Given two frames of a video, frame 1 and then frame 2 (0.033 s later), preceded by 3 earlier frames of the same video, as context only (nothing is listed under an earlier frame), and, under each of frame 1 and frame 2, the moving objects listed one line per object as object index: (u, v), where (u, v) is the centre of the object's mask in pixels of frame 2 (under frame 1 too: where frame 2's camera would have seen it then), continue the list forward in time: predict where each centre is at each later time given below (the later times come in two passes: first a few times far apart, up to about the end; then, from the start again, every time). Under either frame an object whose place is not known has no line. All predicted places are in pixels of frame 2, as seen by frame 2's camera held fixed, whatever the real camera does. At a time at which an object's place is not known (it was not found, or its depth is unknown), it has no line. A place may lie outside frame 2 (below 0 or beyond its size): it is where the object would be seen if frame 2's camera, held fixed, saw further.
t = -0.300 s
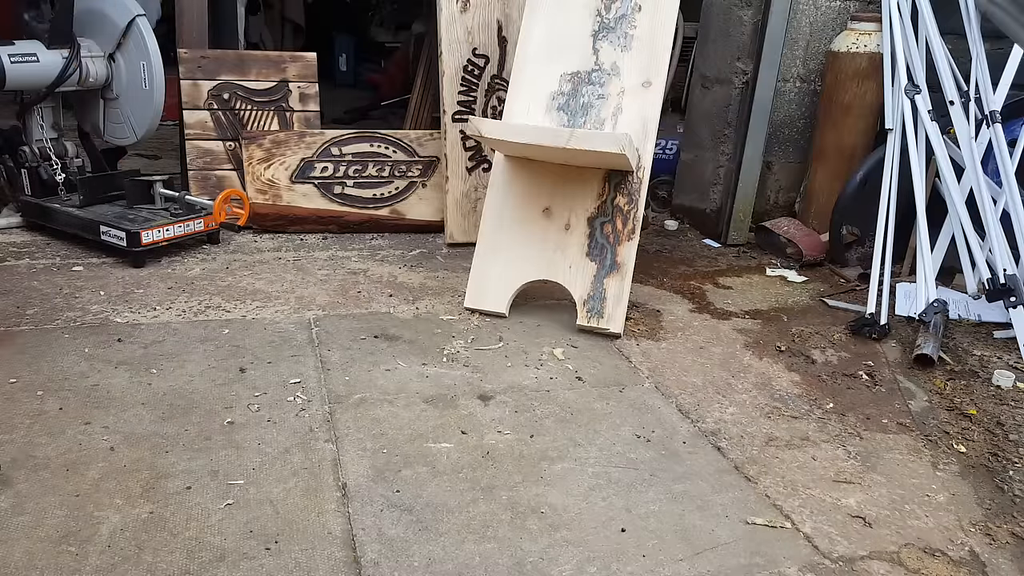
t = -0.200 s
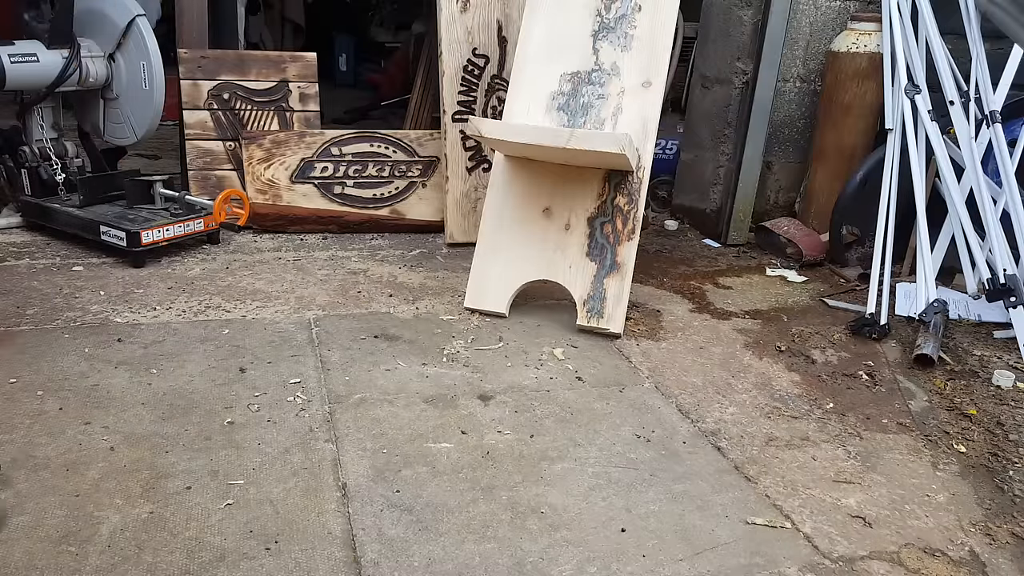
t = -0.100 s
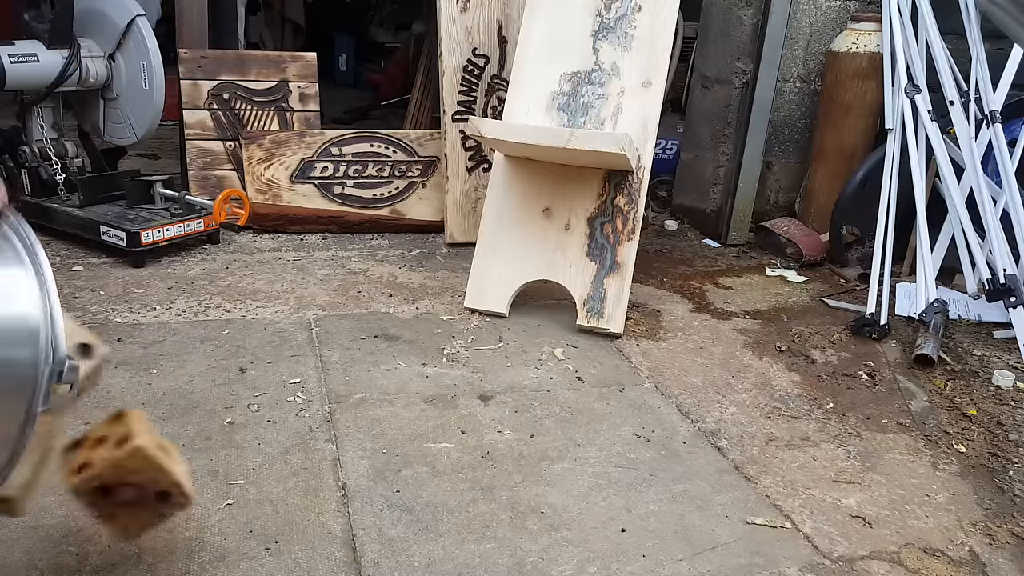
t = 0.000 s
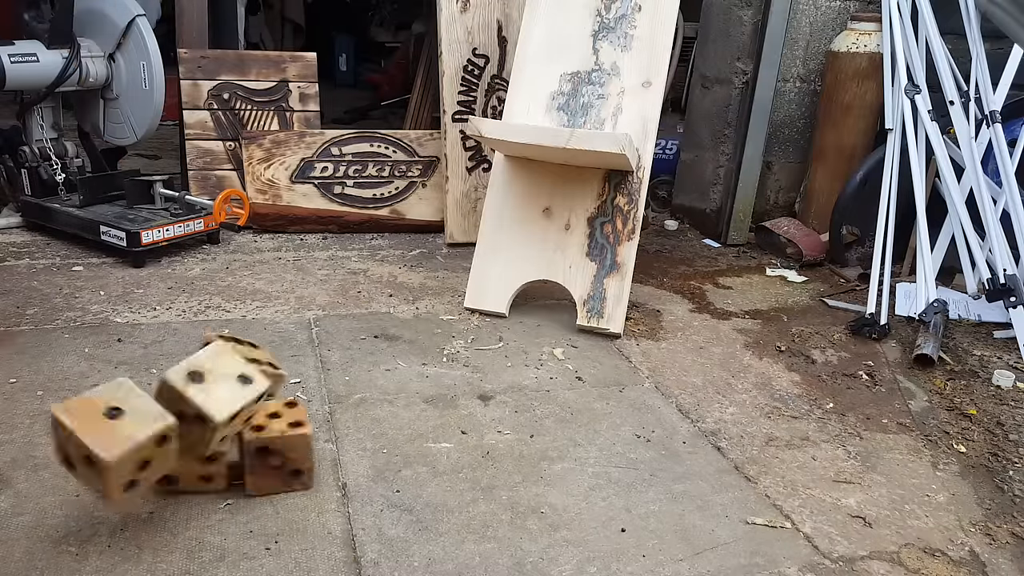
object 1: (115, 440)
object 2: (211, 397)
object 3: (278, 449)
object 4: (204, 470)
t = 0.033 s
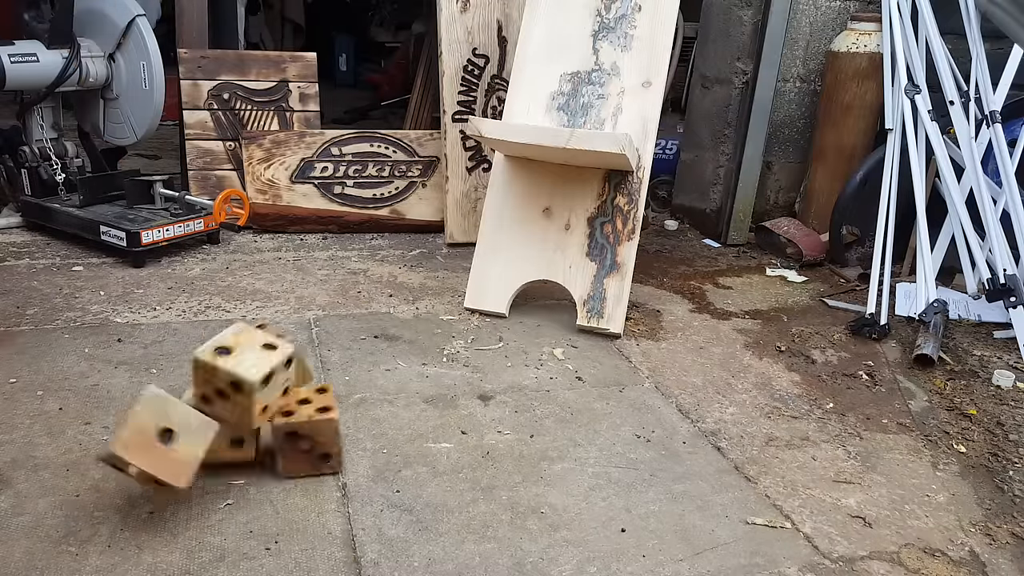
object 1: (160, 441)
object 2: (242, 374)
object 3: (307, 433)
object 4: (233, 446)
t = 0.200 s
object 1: (234, 436)
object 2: (385, 295)
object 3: (419, 383)
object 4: (294, 353)
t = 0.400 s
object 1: (244, 436)
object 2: (494, 278)
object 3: (459, 361)
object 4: (340, 324)
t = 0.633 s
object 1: (244, 436)
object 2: (597, 313)
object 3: (462, 360)
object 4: (346, 317)
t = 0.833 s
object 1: (244, 436)
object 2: (683, 349)
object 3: (462, 360)
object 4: (346, 317)
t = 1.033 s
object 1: (244, 436)
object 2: (690, 354)
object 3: (462, 360)
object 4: (346, 317)
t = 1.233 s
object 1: (244, 436)
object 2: (690, 354)
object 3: (462, 360)
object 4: (346, 317)
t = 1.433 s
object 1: (244, 436)
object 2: (690, 354)
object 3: (462, 360)
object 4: (346, 317)
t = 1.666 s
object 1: (244, 436)
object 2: (690, 354)
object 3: (462, 360)
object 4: (346, 317)
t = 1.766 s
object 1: (244, 436)
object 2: (690, 354)
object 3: (462, 360)
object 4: (346, 317)
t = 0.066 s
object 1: (191, 452)
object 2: (276, 345)
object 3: (336, 417)
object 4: (236, 399)
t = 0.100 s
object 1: (205, 443)
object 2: (307, 320)
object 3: (363, 406)
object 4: (256, 378)
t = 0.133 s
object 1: (219, 438)
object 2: (338, 304)
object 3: (384, 397)
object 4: (270, 366)
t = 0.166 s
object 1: (229, 436)
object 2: (363, 295)
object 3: (403, 390)
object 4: (282, 358)
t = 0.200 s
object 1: (234, 436)
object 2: (385, 295)
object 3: (419, 383)
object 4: (294, 353)
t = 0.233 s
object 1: (237, 436)
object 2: (407, 298)
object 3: (430, 377)
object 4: (305, 336)
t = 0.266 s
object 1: (237, 436)
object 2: (426, 303)
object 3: (439, 372)
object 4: (316, 335)
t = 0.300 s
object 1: (239, 436)
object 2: (444, 312)
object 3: (447, 369)
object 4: (326, 333)
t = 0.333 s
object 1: (241, 436)
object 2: (461, 301)
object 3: (452, 365)
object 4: (332, 330)
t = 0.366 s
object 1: (244, 436)
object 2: (478, 288)
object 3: (456, 363)
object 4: (337, 326)
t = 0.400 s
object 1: (244, 436)
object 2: (494, 278)
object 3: (459, 361)
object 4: (340, 324)
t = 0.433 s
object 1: (244, 436)
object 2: (509, 275)
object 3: (461, 360)
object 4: (342, 320)
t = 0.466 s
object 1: (244, 436)
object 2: (525, 270)
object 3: (462, 360)
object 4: (344, 319)
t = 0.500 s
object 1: (244, 436)
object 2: (539, 267)
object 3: (462, 360)
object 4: (346, 317)
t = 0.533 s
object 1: (244, 436)
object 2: (555, 269)
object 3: (462, 360)
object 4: (346, 317)
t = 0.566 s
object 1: (244, 436)
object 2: (569, 277)
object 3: (462, 360)
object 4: (346, 317)
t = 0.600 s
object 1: (244, 436)
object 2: (583, 291)
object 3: (462, 360)
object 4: (346, 317)
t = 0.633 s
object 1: (244, 436)
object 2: (597, 313)
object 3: (462, 360)
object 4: (346, 317)
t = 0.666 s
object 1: (244, 436)
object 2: (613, 318)
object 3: (462, 360)
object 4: (346, 317)
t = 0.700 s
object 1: (244, 436)
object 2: (630, 322)
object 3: (462, 360)
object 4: (346, 317)
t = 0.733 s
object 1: (244, 436)
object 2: (646, 332)
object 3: (462, 360)
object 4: (346, 317)
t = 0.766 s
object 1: (244, 436)
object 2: (659, 338)
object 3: (462, 360)
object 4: (346, 317)
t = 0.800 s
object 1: (244, 436)
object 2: (673, 345)
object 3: (462, 360)
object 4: (346, 317)
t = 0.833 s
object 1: (244, 436)
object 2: (683, 349)
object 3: (462, 360)
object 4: (346, 317)
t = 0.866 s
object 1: (244, 436)
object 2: (690, 352)
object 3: (462, 360)
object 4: (346, 317)
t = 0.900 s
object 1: (244, 436)
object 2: (694, 354)
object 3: (462, 360)
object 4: (346, 317)
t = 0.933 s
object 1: (244, 436)
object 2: (694, 354)
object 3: (462, 360)
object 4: (346, 317)
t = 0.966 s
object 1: (244, 436)
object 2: (693, 355)
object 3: (462, 360)
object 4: (346, 317)
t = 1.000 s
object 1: (244, 436)
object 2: (691, 355)
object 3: (462, 360)
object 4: (346, 317)
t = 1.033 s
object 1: (244, 436)
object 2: (690, 354)
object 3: (462, 360)
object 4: (346, 317)
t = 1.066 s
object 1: (244, 436)
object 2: (690, 354)
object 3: (462, 360)
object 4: (346, 317)
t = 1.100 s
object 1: (244, 436)
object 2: (690, 354)
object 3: (462, 360)
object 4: (346, 317)
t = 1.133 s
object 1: (244, 436)
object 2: (690, 354)
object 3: (462, 360)
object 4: (346, 317)
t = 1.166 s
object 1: (244, 436)
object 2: (690, 354)
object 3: (462, 360)
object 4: (346, 317)
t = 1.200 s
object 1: (244, 436)
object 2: (690, 354)
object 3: (462, 360)
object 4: (346, 317)
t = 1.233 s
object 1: (244, 436)
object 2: (690, 354)
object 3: (462, 360)
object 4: (346, 317)
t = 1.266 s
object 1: (244, 436)
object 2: (690, 354)
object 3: (462, 360)
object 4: (346, 317)
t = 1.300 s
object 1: (244, 436)
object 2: (690, 354)
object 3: (462, 360)
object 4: (346, 317)
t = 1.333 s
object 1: (244, 436)
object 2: (690, 354)
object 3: (462, 360)
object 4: (346, 317)
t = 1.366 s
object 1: (244, 436)
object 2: (690, 354)
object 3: (462, 360)
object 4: (346, 317)
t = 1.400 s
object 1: (244, 436)
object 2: (690, 354)
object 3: (462, 360)
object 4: (346, 317)
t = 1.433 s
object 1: (244, 436)
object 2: (690, 354)
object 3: (462, 360)
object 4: (346, 317)
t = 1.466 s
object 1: (244, 436)
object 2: (690, 354)
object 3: (462, 360)
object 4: (346, 317)
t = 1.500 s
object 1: (244, 436)
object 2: (690, 354)
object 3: (462, 360)
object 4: (346, 317)
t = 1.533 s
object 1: (244, 436)
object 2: (690, 354)
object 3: (462, 360)
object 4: (346, 317)
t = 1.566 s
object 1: (244, 436)
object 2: (690, 354)
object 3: (462, 360)
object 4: (346, 317)
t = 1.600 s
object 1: (244, 436)
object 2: (690, 354)
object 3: (462, 360)
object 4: (346, 317)
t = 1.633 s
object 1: (244, 436)
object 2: (690, 354)
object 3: (462, 360)
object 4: (346, 317)
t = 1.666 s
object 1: (244, 436)
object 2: (690, 354)
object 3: (462, 360)
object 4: (346, 317)
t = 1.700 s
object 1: (244, 436)
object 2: (690, 354)
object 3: (462, 360)
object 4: (346, 317)
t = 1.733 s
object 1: (244, 436)
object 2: (690, 354)
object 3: (462, 360)
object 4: (346, 317)
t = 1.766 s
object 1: (244, 436)
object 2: (690, 354)
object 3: (462, 360)
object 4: (346, 317)
